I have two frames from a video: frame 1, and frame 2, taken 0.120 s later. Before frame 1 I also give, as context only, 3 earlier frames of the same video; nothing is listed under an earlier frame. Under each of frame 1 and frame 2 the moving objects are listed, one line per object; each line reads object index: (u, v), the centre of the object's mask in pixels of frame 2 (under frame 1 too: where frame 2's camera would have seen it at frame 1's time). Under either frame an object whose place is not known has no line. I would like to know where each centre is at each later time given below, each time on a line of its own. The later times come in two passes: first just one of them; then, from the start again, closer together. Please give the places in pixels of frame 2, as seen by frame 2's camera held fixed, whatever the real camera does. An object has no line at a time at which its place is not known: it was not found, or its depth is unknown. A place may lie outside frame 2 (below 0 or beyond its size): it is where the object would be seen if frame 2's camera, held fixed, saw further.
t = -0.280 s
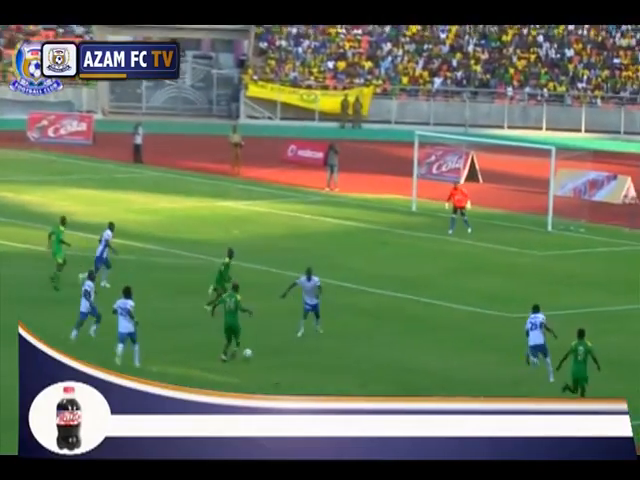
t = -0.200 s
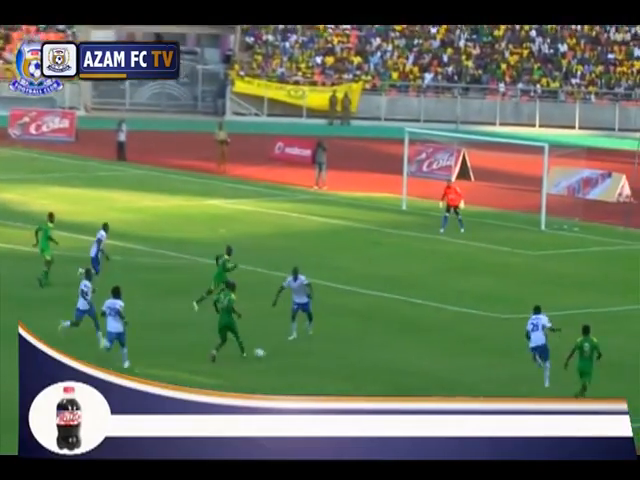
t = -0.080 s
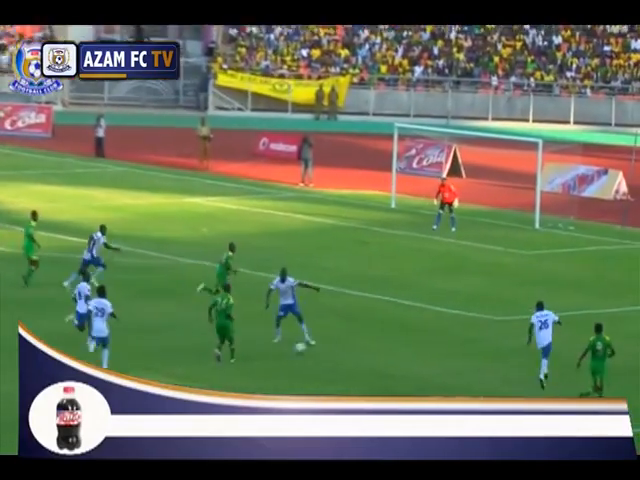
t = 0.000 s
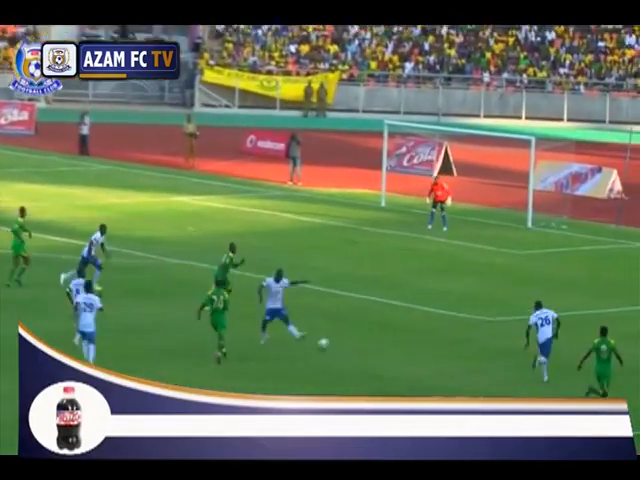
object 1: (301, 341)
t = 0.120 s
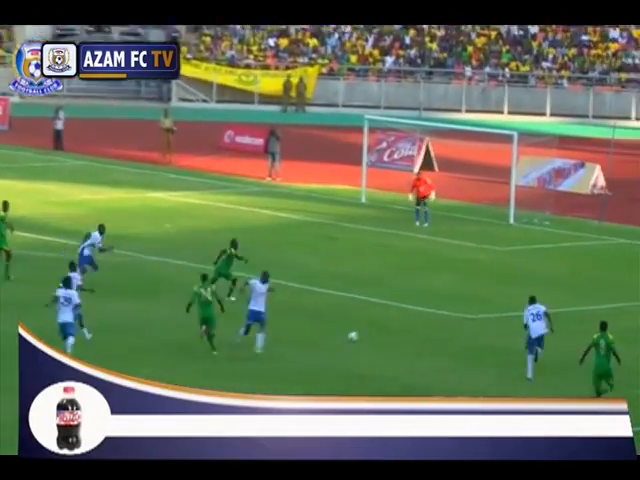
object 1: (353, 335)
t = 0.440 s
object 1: (456, 322)
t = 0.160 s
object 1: (366, 333)
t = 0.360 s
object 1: (435, 325)
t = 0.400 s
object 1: (445, 323)
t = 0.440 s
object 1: (456, 322)
